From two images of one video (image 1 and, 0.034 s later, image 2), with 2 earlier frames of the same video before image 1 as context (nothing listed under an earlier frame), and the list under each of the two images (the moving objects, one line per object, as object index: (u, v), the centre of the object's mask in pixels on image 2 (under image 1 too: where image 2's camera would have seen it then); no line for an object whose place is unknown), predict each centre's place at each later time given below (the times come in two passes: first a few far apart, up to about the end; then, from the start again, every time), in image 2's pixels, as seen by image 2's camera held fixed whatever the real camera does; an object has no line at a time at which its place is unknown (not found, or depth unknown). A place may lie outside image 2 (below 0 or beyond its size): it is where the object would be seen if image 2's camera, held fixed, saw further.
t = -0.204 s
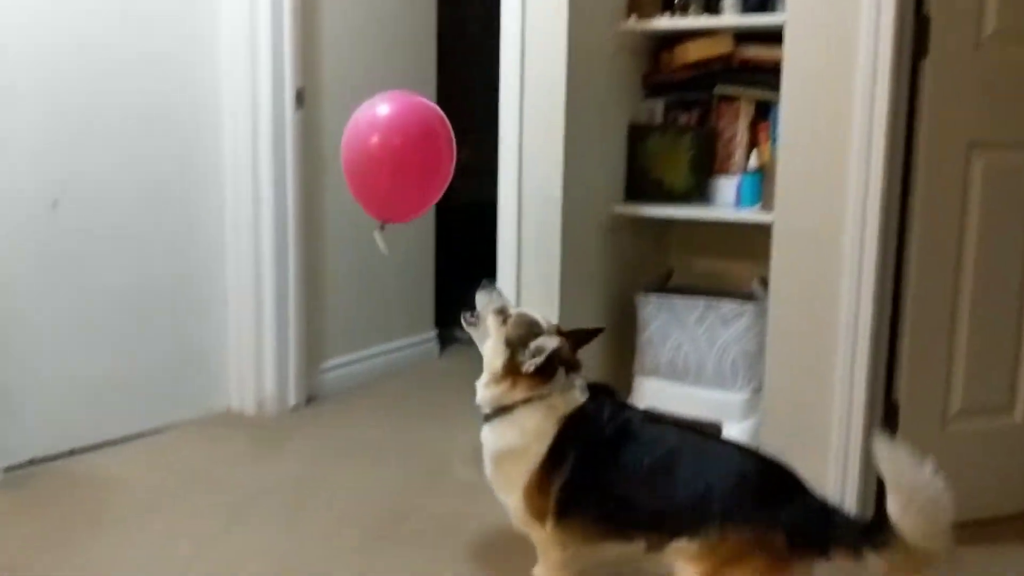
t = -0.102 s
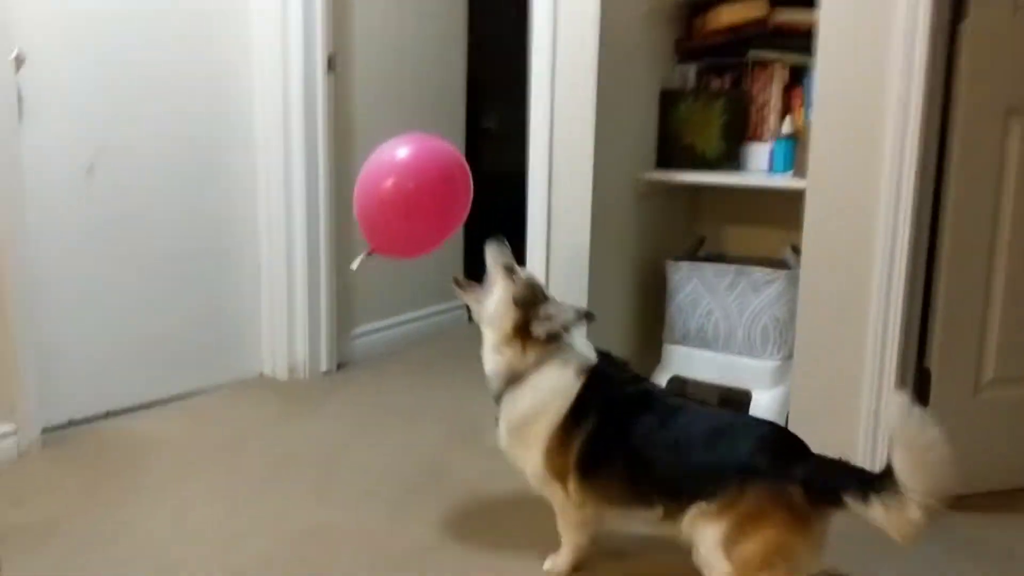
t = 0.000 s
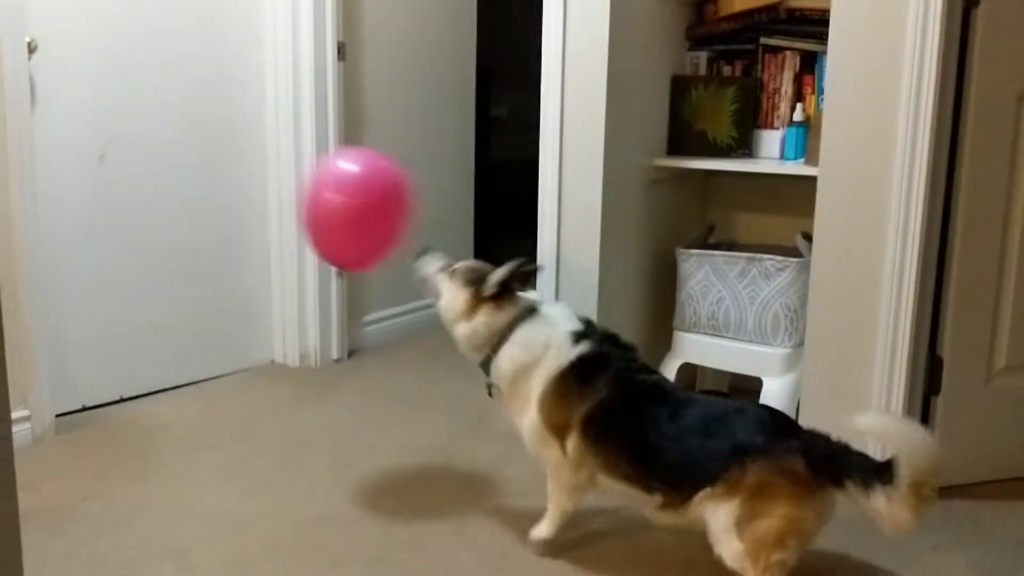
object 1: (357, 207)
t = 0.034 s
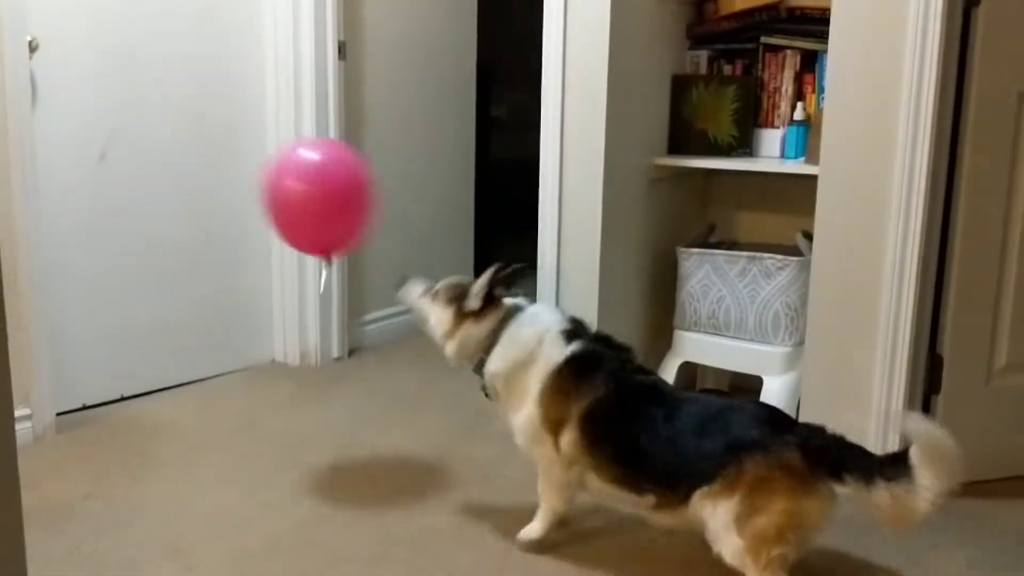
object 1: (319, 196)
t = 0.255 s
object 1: (120, 152)
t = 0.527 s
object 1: (161, 181)
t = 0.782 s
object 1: (284, 272)
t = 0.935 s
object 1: (340, 345)
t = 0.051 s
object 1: (300, 192)
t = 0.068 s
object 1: (281, 186)
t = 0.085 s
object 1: (263, 181)
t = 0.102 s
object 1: (246, 177)
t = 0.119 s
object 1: (231, 173)
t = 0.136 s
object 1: (215, 169)
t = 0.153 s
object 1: (200, 166)
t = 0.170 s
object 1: (186, 163)
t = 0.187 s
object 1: (172, 161)
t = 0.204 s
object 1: (158, 158)
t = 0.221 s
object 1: (144, 156)
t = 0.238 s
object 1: (132, 154)
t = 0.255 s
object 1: (120, 152)
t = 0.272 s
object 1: (107, 151)
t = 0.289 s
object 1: (96, 150)
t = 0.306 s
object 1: (85, 150)
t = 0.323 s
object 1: (75, 149)
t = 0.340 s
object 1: (67, 150)
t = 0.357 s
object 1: (69, 151)
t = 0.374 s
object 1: (79, 153)
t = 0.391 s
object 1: (89, 155)
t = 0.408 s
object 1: (99, 158)
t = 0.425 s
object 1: (108, 160)
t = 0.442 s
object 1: (117, 163)
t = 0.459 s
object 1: (126, 167)
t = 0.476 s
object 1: (135, 170)
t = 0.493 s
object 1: (144, 174)
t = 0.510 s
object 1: (152, 177)
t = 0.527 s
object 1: (161, 181)
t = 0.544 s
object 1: (170, 187)
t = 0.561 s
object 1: (179, 191)
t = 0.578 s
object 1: (188, 196)
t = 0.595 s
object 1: (196, 201)
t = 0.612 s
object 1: (205, 207)
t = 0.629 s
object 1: (213, 212)
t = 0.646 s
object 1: (222, 217)
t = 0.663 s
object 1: (230, 224)
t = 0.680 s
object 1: (239, 230)
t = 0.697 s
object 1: (247, 236)
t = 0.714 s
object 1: (254, 243)
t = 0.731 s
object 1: (262, 250)
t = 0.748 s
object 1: (270, 257)
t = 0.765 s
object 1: (277, 264)
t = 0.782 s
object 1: (284, 272)
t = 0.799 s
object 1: (292, 279)
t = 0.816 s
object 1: (299, 287)
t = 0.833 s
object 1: (305, 295)
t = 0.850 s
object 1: (311, 303)
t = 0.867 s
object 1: (317, 311)
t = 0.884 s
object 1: (323, 319)
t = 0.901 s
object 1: (329, 328)
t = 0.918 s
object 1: (335, 336)
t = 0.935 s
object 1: (340, 345)
